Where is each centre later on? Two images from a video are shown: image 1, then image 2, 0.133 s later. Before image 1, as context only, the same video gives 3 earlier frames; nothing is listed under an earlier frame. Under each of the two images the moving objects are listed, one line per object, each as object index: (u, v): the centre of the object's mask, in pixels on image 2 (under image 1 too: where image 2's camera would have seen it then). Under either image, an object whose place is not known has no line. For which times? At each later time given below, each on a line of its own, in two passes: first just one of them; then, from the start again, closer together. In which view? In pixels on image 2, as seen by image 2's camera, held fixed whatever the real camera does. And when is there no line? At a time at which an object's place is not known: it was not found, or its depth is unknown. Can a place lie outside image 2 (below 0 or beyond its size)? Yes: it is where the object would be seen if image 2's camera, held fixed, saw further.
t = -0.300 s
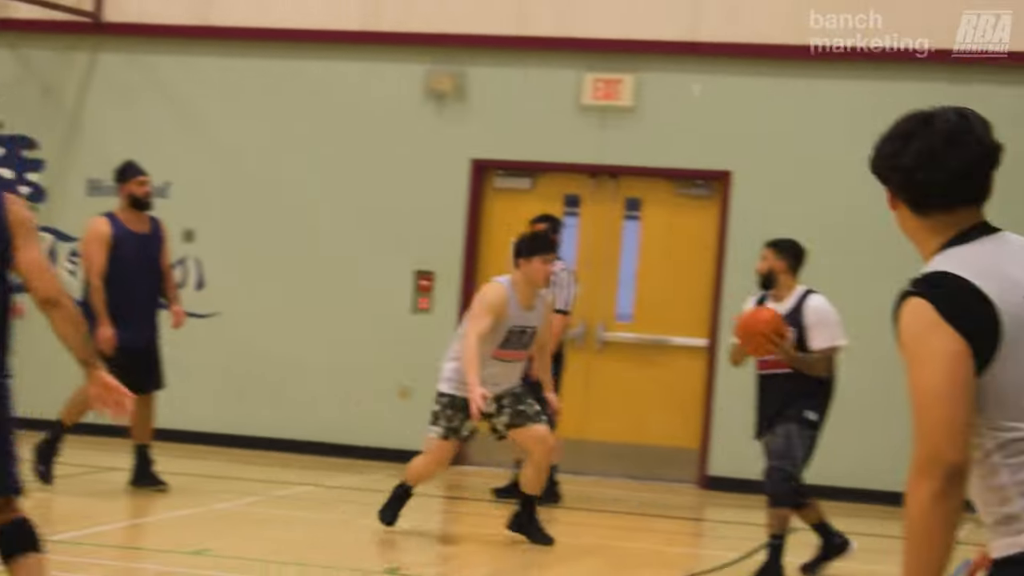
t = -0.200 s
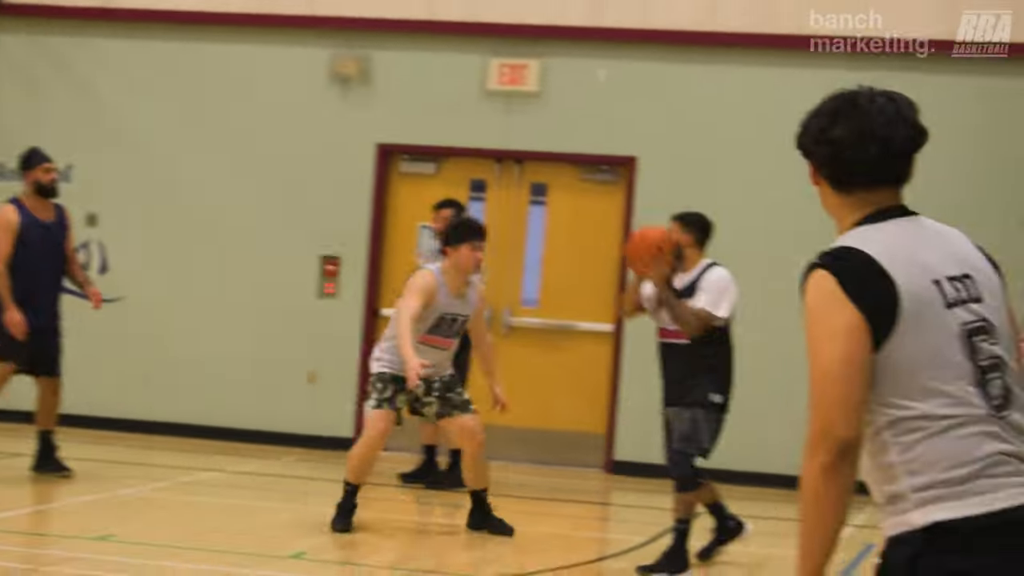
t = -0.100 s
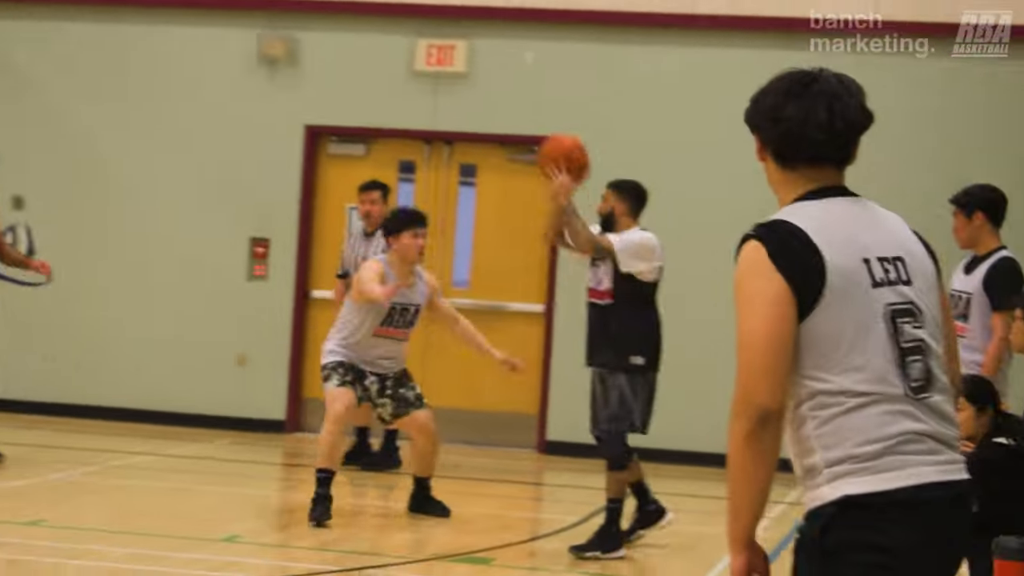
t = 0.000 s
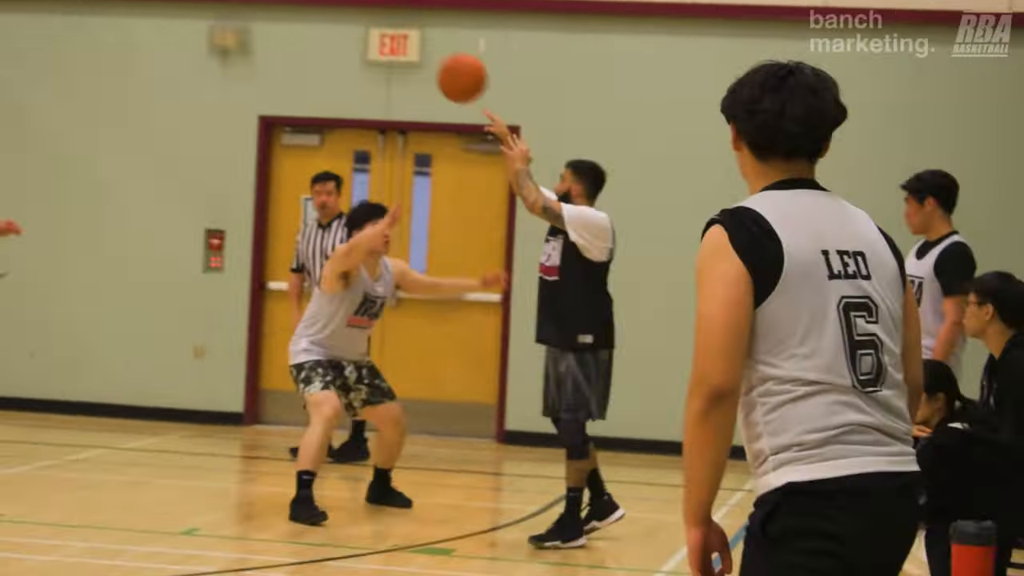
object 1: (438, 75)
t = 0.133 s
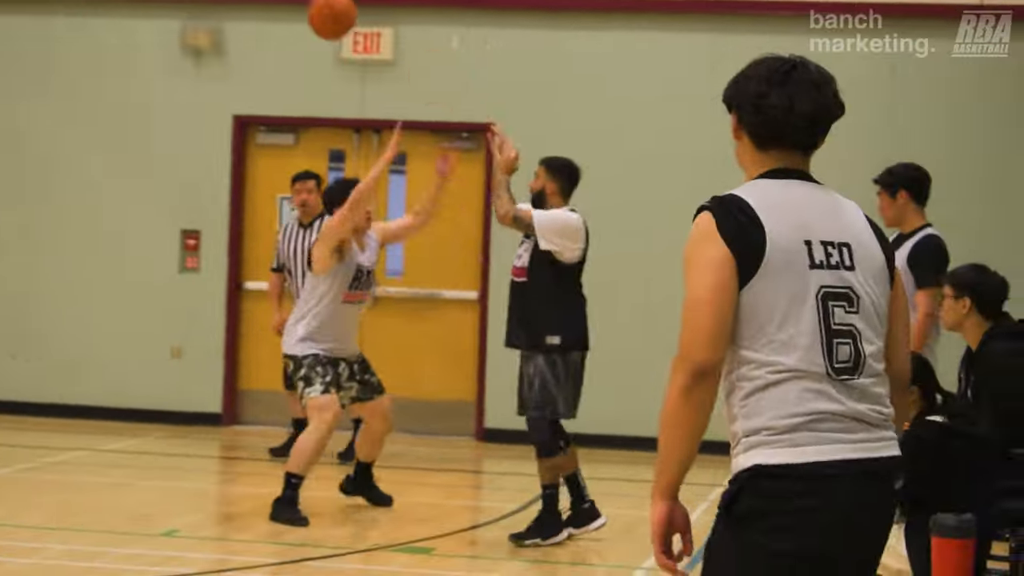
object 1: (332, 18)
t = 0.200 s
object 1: (281, 9)
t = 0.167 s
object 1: (306, 13)
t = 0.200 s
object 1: (281, 9)
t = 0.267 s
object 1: (233, 4)
